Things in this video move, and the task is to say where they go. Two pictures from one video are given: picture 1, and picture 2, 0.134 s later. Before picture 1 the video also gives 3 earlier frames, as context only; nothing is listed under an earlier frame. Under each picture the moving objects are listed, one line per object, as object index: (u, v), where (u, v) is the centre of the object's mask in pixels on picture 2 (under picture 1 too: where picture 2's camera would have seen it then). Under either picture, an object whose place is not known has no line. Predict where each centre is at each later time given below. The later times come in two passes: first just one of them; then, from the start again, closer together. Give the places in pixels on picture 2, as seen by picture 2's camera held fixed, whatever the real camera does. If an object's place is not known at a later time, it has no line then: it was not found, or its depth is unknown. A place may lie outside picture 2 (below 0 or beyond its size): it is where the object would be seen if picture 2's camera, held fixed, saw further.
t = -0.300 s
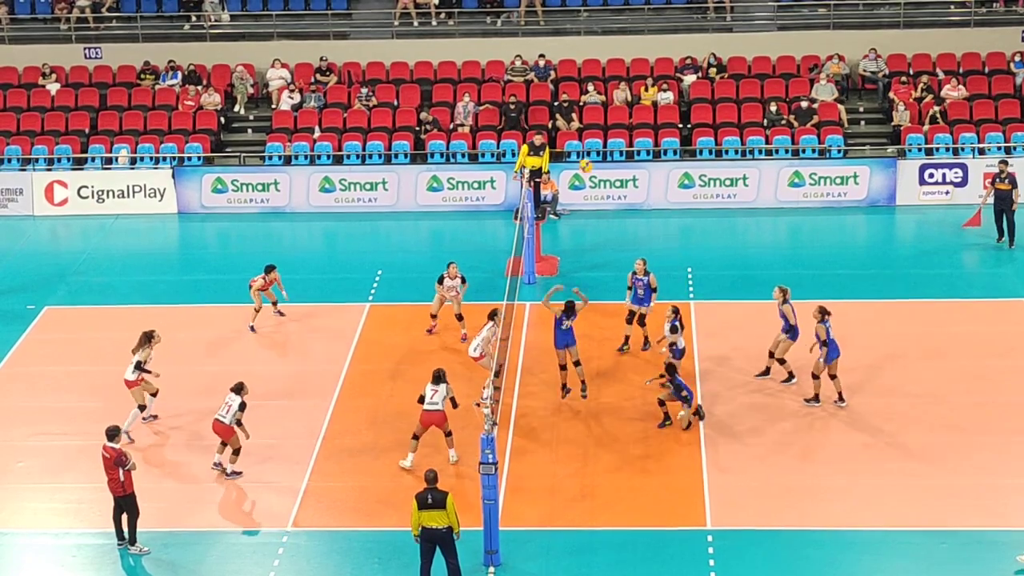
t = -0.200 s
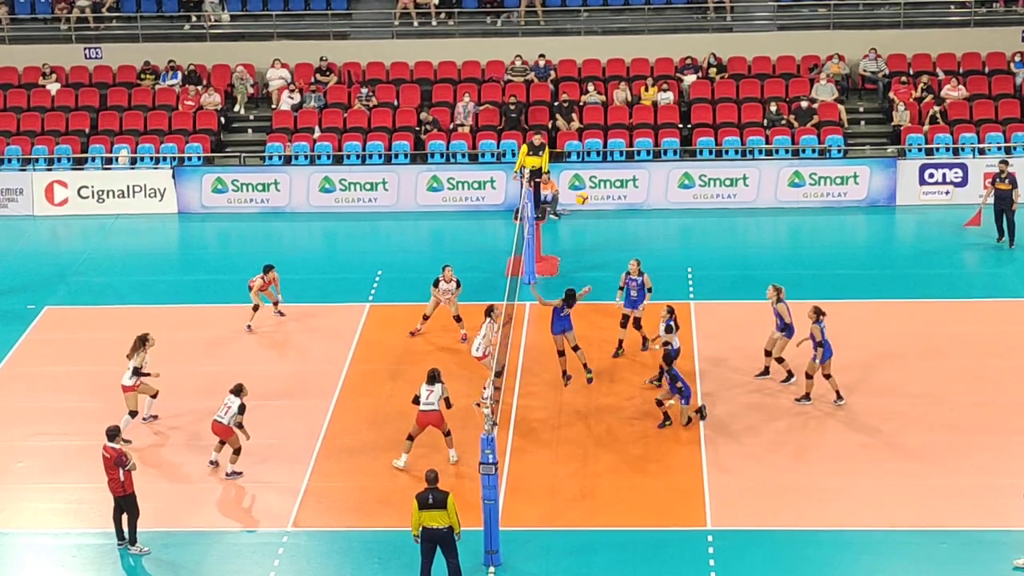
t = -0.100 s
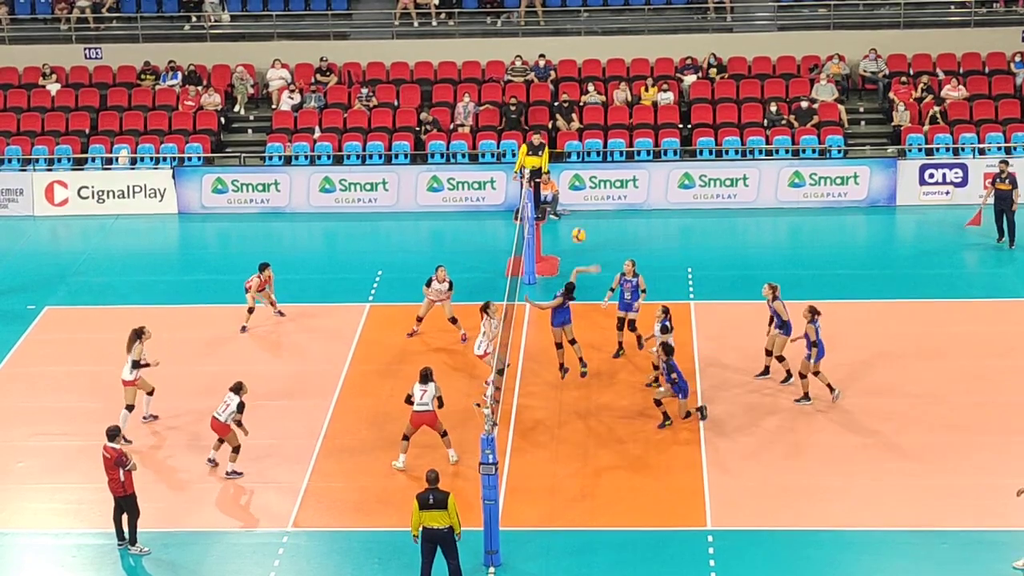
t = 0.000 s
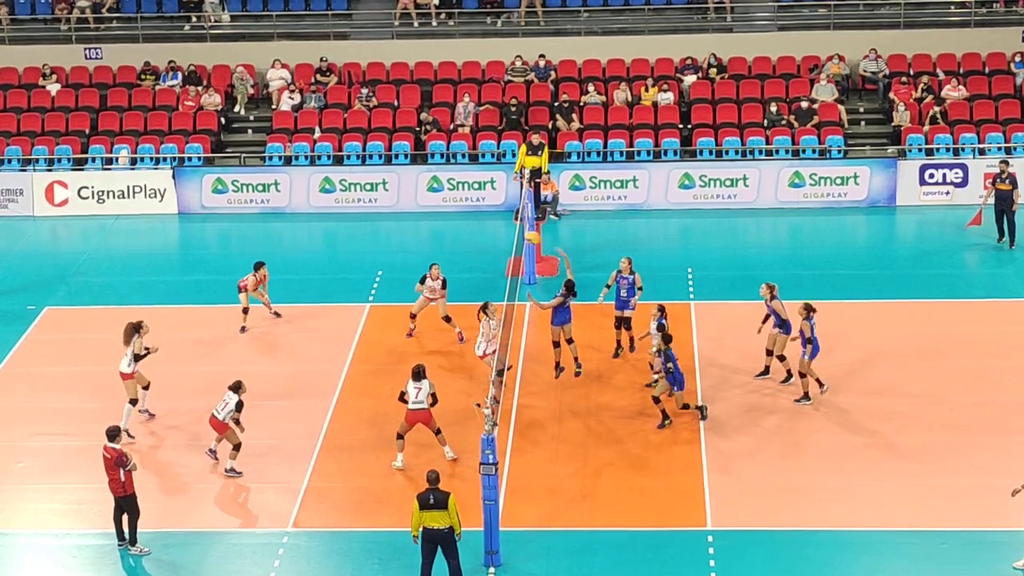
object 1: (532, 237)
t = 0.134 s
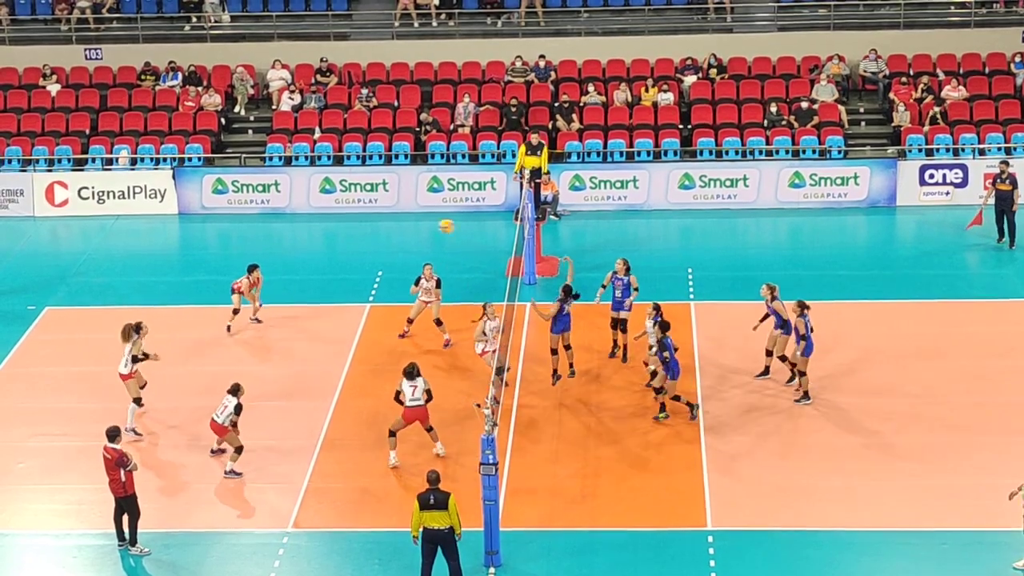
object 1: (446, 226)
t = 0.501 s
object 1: (233, 255)
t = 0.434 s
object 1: (269, 244)
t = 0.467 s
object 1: (251, 249)
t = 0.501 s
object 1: (233, 255)
